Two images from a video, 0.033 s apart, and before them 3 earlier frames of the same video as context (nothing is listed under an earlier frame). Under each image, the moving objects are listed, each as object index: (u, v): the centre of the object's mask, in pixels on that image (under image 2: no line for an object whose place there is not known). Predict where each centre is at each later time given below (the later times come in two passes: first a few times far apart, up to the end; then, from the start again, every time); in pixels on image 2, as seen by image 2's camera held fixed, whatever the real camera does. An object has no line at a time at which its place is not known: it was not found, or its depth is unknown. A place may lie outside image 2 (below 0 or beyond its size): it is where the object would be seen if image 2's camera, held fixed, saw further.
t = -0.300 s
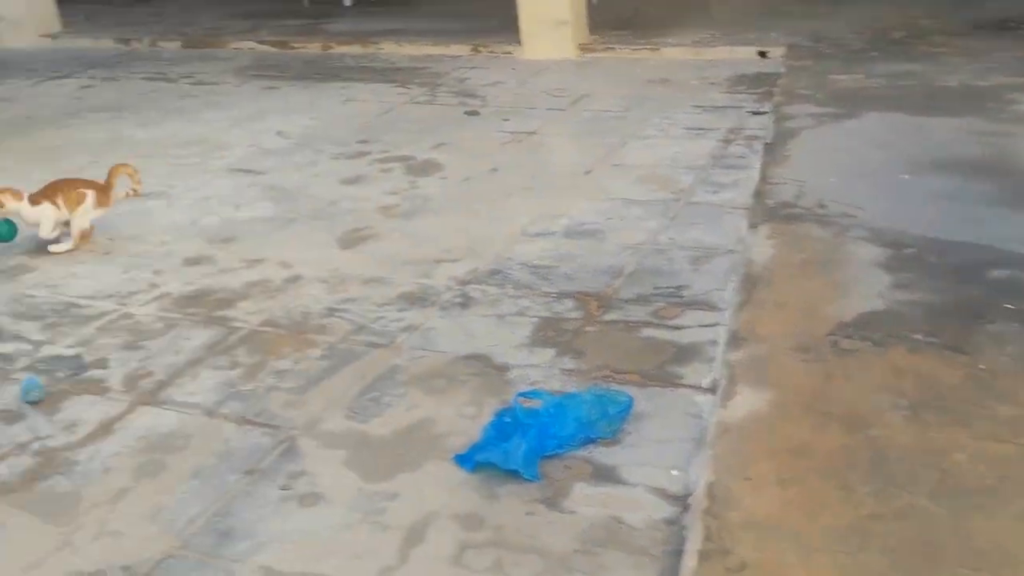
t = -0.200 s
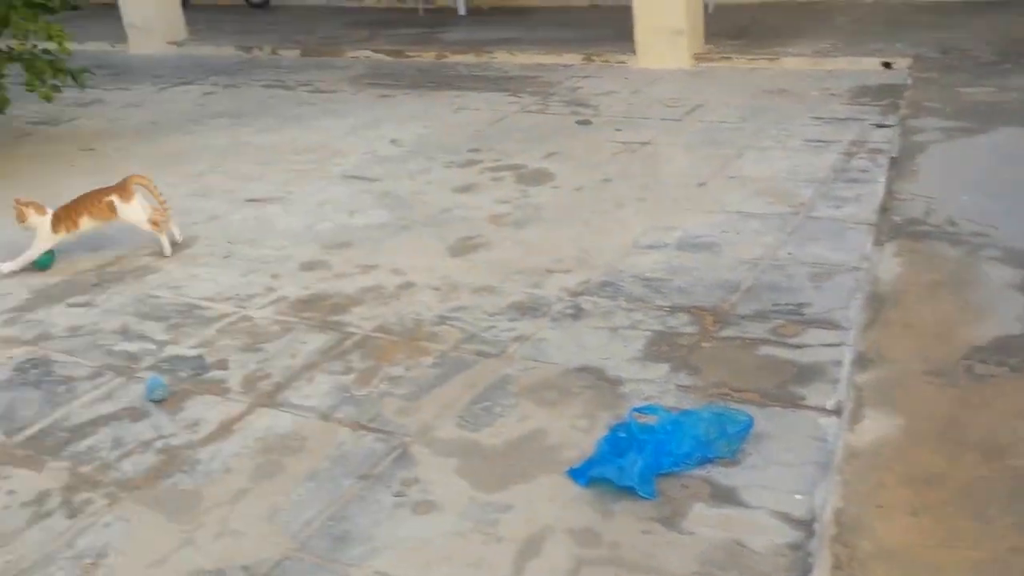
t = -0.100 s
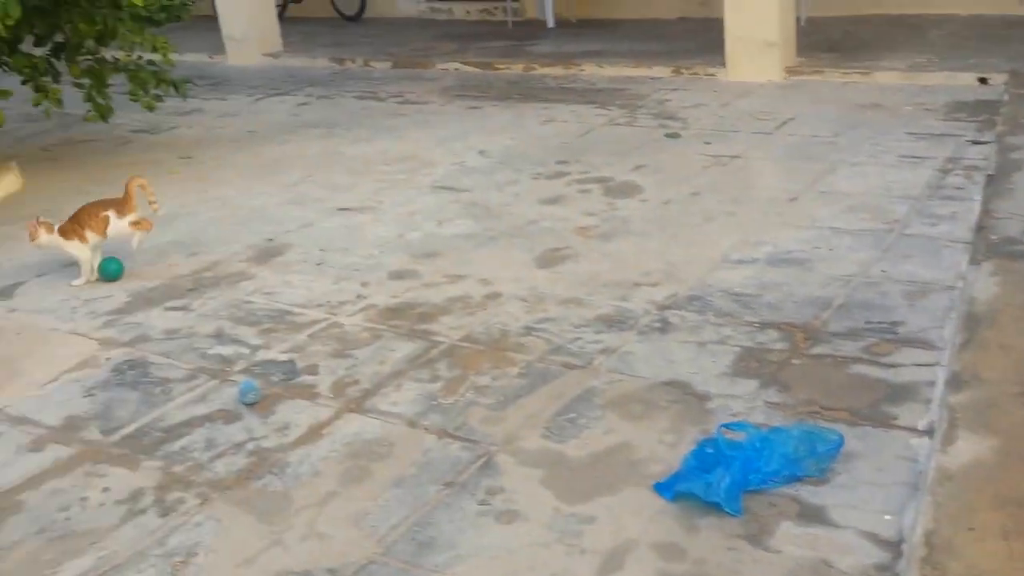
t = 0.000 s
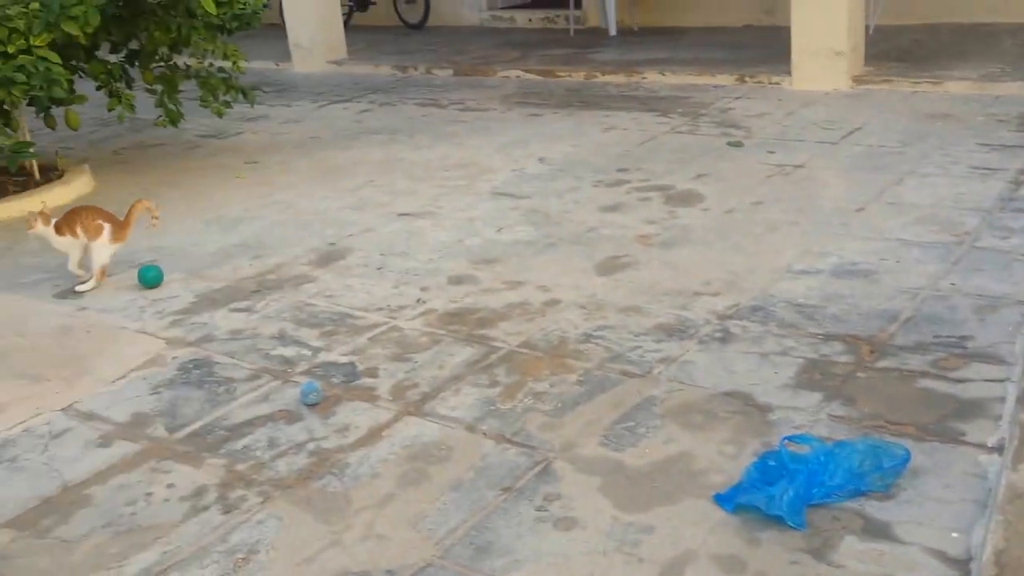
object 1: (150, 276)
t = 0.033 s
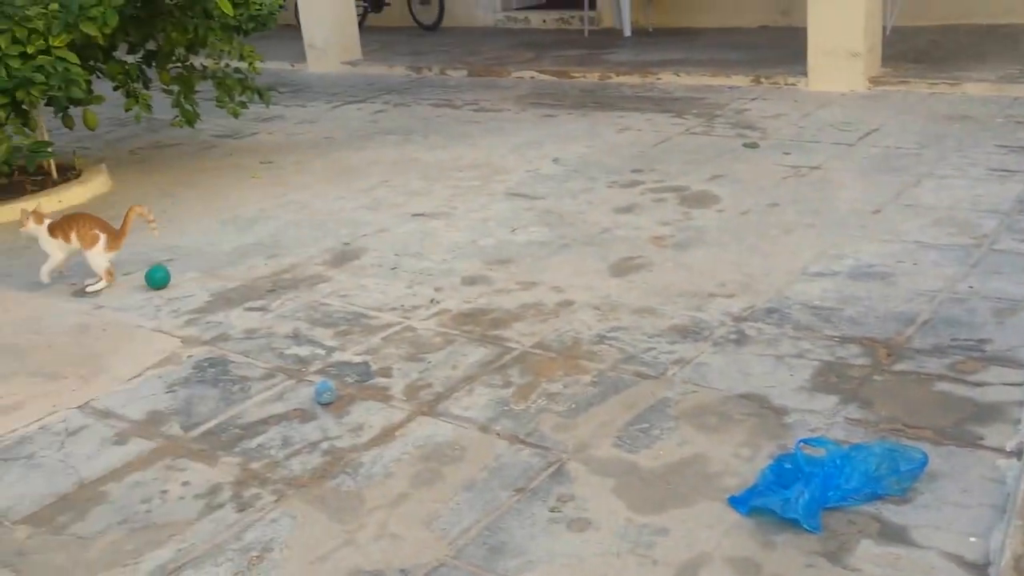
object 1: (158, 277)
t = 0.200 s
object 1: (109, 286)
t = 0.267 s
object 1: (89, 291)
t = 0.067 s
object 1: (150, 279)
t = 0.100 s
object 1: (140, 280)
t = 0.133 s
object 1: (131, 283)
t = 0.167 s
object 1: (120, 285)
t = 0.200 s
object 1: (109, 286)
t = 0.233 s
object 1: (98, 289)
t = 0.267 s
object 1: (89, 291)
